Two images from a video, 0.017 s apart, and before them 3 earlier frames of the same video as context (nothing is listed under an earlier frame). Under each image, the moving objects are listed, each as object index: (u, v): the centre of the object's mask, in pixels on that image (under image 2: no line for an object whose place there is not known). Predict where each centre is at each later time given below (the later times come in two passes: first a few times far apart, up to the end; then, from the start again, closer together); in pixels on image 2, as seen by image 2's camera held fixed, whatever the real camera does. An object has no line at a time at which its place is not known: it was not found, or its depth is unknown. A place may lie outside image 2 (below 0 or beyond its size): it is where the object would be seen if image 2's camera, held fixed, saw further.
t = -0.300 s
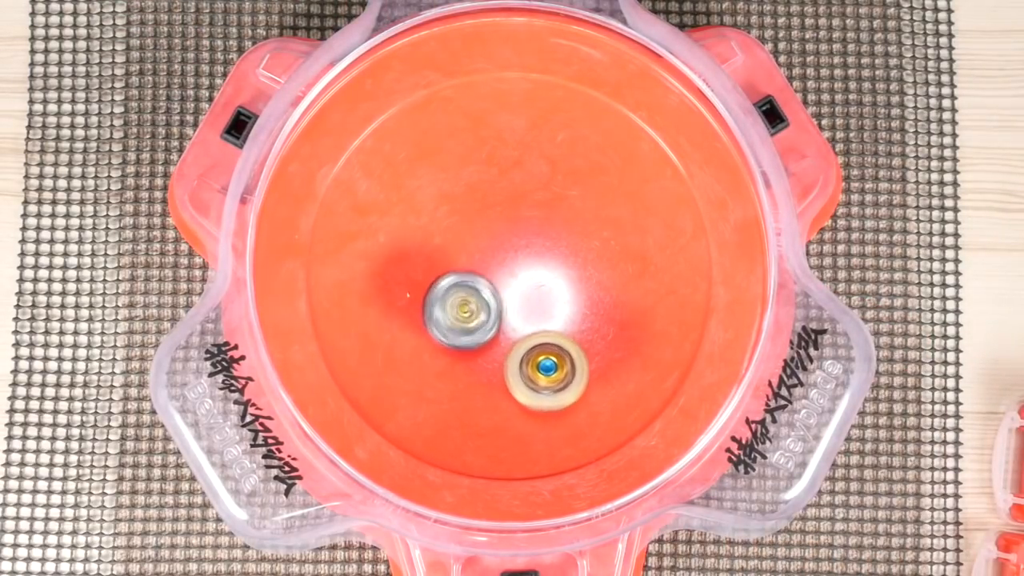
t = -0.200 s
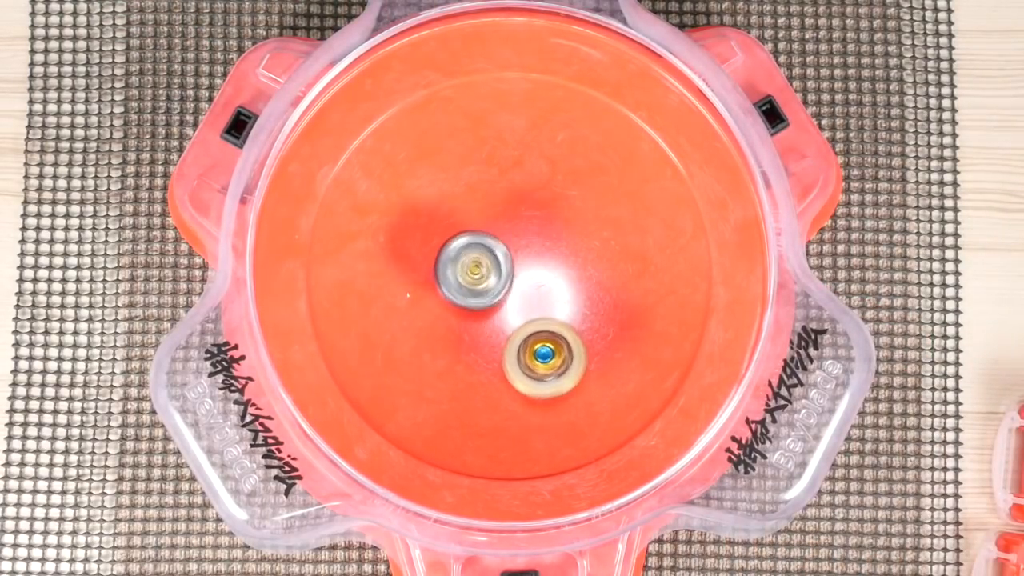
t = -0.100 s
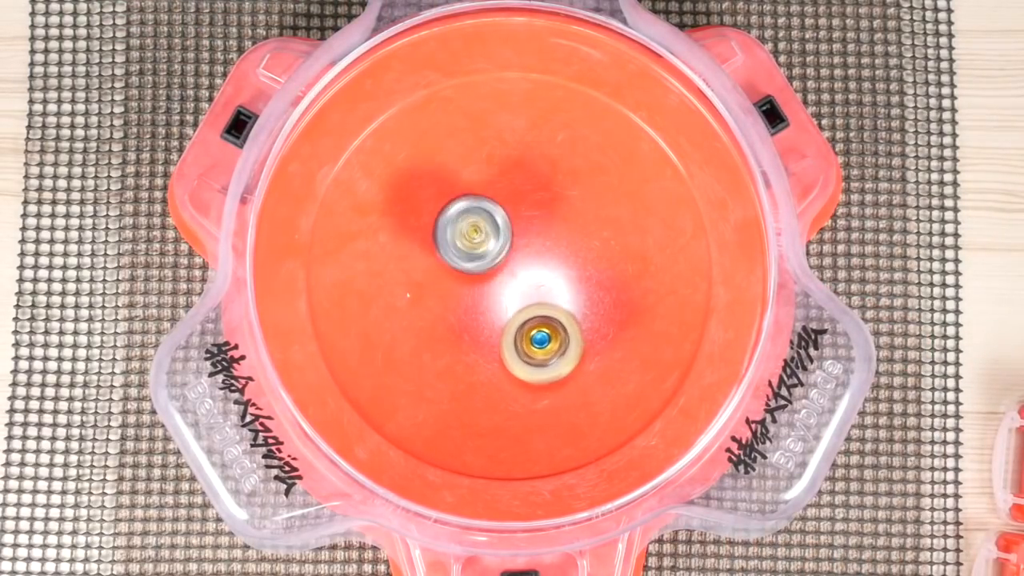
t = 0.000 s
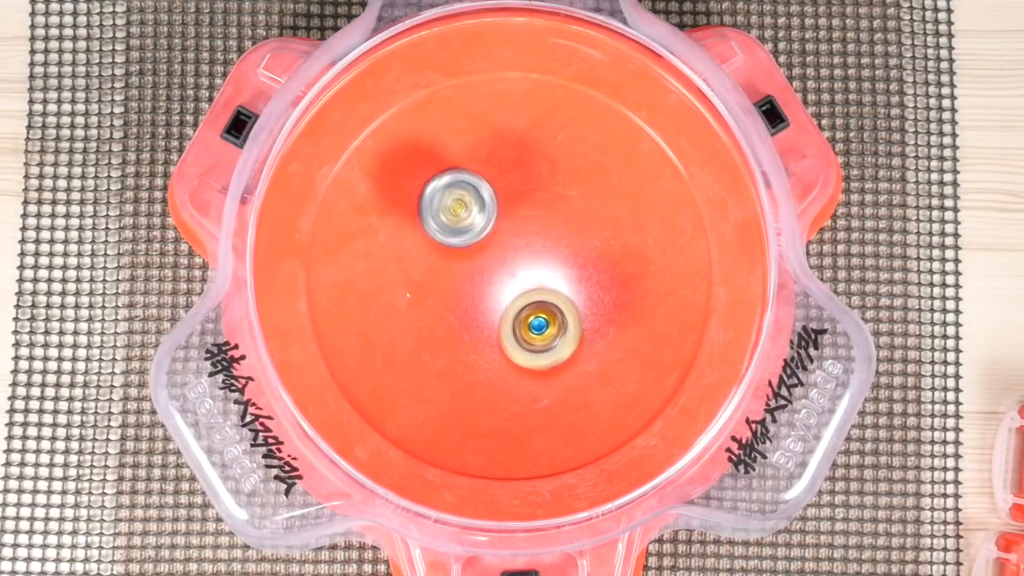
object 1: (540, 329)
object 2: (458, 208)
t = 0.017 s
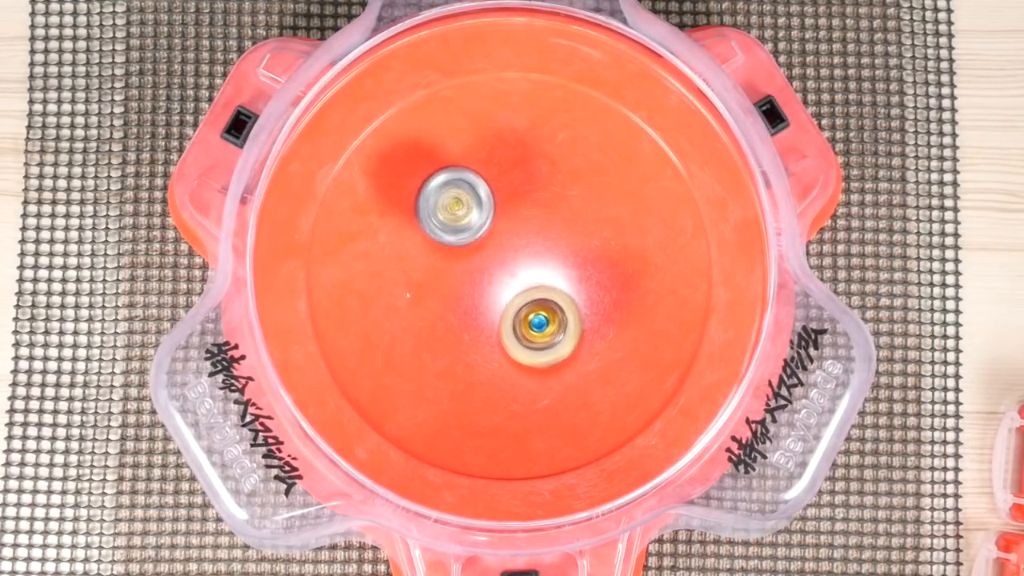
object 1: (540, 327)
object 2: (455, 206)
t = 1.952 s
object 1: (472, 229)
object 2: (542, 306)
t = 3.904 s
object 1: (491, 309)
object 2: (537, 236)
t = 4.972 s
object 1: (476, 313)
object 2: (539, 246)
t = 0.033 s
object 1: (540, 324)
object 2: (452, 206)
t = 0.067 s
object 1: (541, 320)
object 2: (447, 208)
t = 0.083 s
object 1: (541, 317)
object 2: (445, 211)
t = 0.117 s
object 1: (542, 312)
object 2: (442, 218)
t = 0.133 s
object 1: (543, 310)
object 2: (440, 220)
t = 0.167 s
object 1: (544, 304)
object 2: (436, 226)
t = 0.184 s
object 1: (545, 301)
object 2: (435, 229)
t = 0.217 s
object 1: (546, 295)
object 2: (439, 233)
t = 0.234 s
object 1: (546, 292)
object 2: (442, 235)
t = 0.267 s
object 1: (547, 287)
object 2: (449, 236)
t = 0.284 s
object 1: (548, 284)
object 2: (454, 236)
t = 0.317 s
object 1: (550, 278)
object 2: (463, 236)
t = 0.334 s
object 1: (551, 275)
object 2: (469, 236)
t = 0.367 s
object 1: (551, 269)
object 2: (478, 235)
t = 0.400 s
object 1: (571, 272)
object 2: (467, 226)
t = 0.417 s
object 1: (579, 274)
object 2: (459, 222)
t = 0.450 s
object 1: (593, 275)
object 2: (450, 218)
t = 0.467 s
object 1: (598, 276)
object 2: (446, 216)
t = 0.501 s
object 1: (602, 275)
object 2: (440, 214)
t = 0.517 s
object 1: (602, 274)
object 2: (440, 215)
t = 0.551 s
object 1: (601, 272)
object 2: (443, 217)
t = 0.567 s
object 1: (599, 271)
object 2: (446, 218)
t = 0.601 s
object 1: (594, 269)
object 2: (451, 226)
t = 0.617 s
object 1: (591, 268)
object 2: (456, 230)
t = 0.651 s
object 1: (586, 266)
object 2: (465, 239)
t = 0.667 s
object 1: (584, 264)
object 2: (468, 244)
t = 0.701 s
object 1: (577, 261)
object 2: (478, 257)
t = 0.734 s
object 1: (571, 258)
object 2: (487, 267)
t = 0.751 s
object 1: (572, 254)
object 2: (486, 274)
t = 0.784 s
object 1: (574, 249)
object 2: (483, 286)
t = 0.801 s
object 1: (573, 247)
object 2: (482, 290)
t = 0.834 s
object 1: (570, 244)
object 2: (479, 296)
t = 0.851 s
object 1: (568, 242)
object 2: (479, 298)
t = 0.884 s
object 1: (564, 239)
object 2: (481, 298)
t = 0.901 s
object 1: (562, 238)
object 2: (483, 298)
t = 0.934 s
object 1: (556, 235)
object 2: (491, 296)
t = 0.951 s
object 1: (554, 234)
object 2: (496, 293)
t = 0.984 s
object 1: (559, 223)
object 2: (493, 298)
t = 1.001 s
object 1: (563, 215)
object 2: (489, 306)
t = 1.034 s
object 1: (569, 200)
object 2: (485, 318)
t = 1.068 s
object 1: (571, 193)
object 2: (482, 325)
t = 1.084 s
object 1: (570, 191)
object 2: (482, 328)
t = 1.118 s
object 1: (569, 189)
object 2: (486, 331)
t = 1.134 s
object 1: (567, 190)
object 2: (488, 331)
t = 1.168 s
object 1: (563, 188)
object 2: (495, 330)
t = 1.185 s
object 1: (562, 189)
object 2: (499, 329)
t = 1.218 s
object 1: (558, 191)
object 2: (509, 328)
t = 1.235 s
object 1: (555, 191)
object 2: (515, 328)
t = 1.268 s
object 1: (552, 194)
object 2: (523, 328)
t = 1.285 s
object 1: (550, 196)
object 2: (528, 329)
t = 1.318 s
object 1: (546, 197)
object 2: (538, 327)
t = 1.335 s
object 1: (544, 200)
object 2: (541, 328)
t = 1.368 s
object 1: (539, 202)
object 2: (548, 329)
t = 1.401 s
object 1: (536, 205)
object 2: (548, 327)
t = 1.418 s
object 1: (534, 207)
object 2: (547, 326)
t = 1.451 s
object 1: (530, 210)
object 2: (541, 320)
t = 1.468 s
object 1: (527, 213)
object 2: (536, 318)
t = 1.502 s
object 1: (522, 218)
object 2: (529, 313)
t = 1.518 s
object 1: (521, 220)
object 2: (524, 310)
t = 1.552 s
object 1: (516, 226)
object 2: (516, 307)
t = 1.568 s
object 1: (513, 225)
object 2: (512, 309)
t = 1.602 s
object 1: (506, 214)
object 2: (508, 324)
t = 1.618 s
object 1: (503, 209)
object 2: (505, 330)
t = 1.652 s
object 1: (498, 205)
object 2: (504, 339)
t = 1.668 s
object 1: (496, 205)
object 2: (502, 341)
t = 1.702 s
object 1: (493, 206)
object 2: (499, 344)
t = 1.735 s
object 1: (490, 210)
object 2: (499, 340)
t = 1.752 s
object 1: (490, 211)
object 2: (499, 338)
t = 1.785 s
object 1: (488, 217)
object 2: (503, 331)
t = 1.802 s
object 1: (486, 219)
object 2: (504, 326)
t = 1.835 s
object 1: (485, 224)
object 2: (510, 318)
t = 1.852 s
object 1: (484, 227)
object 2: (513, 312)
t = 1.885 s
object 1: (483, 231)
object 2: (518, 303)
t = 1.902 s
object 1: (480, 230)
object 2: (525, 303)
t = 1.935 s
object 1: (474, 228)
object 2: (537, 304)
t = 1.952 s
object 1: (472, 229)
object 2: (542, 306)
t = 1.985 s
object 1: (469, 230)
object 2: (551, 304)
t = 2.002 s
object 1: (469, 233)
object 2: (553, 303)
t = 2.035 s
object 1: (468, 238)
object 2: (559, 302)
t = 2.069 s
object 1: (470, 244)
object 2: (560, 299)
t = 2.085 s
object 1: (470, 246)
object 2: (561, 298)
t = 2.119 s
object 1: (472, 252)
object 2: (560, 294)
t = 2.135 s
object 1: (472, 255)
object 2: (559, 294)
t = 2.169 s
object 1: (474, 260)
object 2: (557, 290)
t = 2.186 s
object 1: (474, 263)
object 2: (554, 288)
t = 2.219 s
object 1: (471, 265)
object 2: (556, 288)
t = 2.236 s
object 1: (467, 266)
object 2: (557, 288)
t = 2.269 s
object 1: (463, 268)
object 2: (562, 289)
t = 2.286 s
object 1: (462, 271)
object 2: (562, 288)
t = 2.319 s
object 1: (462, 274)
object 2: (562, 289)
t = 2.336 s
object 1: (463, 276)
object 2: (562, 288)
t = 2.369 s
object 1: (465, 279)
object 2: (559, 288)
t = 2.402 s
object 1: (467, 283)
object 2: (556, 285)
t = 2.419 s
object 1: (468, 283)
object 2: (553, 285)
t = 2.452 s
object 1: (461, 288)
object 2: (560, 282)
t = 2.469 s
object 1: (456, 290)
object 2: (562, 282)
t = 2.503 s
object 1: (454, 293)
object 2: (567, 280)
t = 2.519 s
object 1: (453, 293)
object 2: (567, 279)
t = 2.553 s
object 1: (455, 295)
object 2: (567, 278)
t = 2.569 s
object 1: (454, 295)
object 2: (566, 276)
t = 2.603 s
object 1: (458, 297)
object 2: (563, 276)
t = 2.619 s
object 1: (458, 296)
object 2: (561, 275)
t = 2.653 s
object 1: (462, 297)
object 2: (555, 276)
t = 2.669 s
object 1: (462, 296)
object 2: (552, 275)
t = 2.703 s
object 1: (461, 298)
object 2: (549, 274)
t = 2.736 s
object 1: (458, 300)
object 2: (552, 271)
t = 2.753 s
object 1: (458, 301)
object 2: (551, 271)
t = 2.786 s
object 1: (459, 301)
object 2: (550, 269)
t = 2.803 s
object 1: (460, 301)
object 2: (548, 268)
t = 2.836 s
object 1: (461, 300)
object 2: (545, 267)
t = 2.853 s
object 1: (463, 300)
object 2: (541, 266)
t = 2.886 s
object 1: (458, 301)
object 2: (545, 262)
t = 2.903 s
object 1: (454, 304)
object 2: (549, 259)
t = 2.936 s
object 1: (450, 305)
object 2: (557, 254)
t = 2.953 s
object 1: (450, 306)
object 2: (558, 252)
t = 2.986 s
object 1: (452, 305)
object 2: (563, 248)
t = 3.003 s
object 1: (453, 305)
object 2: (563, 247)
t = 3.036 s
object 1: (456, 303)
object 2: (564, 245)
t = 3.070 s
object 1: (458, 301)
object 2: (562, 245)
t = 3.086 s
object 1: (461, 300)
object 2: (561, 244)
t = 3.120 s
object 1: (464, 298)
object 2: (556, 245)
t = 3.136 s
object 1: (467, 297)
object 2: (553, 244)
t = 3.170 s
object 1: (470, 295)
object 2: (545, 245)
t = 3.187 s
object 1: (473, 294)
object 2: (541, 244)
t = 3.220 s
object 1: (467, 303)
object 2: (543, 236)
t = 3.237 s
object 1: (466, 308)
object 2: (544, 230)
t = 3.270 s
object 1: (464, 312)
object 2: (548, 221)
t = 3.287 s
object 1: (464, 314)
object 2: (547, 216)
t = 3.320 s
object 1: (465, 313)
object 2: (548, 212)
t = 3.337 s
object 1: (466, 314)
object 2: (547, 209)
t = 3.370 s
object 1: (468, 312)
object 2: (546, 207)
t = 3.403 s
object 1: (470, 311)
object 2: (543, 207)
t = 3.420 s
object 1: (472, 310)
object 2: (543, 206)
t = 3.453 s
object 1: (475, 308)
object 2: (541, 208)
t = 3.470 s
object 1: (477, 307)
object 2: (541, 209)
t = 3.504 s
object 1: (481, 304)
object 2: (539, 213)
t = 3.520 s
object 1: (483, 303)
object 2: (538, 214)
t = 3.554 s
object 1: (486, 301)
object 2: (538, 220)
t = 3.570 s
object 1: (488, 301)
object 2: (537, 222)
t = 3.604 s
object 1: (490, 299)
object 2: (537, 228)
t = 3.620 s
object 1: (488, 302)
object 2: (541, 227)
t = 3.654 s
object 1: (484, 311)
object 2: (547, 224)
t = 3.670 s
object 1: (484, 313)
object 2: (549, 222)
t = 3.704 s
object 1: (485, 314)
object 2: (551, 221)
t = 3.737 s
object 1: (486, 314)
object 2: (550, 222)
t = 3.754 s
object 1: (486, 313)
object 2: (550, 222)
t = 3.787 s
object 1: (488, 312)
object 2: (548, 225)
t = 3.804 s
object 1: (488, 311)
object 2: (547, 226)
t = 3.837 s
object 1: (490, 309)
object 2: (543, 232)
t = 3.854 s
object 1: (490, 308)
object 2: (541, 233)
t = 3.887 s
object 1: (491, 309)
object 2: (539, 236)
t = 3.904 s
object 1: (491, 309)
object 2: (537, 236)
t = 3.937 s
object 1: (490, 313)
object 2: (538, 234)
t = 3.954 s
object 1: (488, 315)
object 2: (538, 231)
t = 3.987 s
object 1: (487, 318)
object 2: (539, 227)
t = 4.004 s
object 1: (487, 318)
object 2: (538, 227)
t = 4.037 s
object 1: (485, 317)
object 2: (537, 225)
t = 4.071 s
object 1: (485, 318)
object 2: (536, 226)
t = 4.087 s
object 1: (485, 317)
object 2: (533, 226)
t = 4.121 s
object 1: (484, 316)
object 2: (531, 228)
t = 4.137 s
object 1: (485, 316)
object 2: (529, 230)
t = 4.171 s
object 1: (484, 314)
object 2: (526, 232)
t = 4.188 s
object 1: (485, 314)
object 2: (525, 235)
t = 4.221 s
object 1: (484, 314)
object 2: (523, 237)
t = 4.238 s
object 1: (483, 315)
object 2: (524, 237)
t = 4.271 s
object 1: (483, 315)
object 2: (523, 238)
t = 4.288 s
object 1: (483, 315)
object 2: (523, 238)
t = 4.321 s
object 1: (480, 318)
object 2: (525, 236)
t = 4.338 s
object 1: (479, 320)
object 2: (526, 234)
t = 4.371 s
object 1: (478, 321)
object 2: (528, 232)
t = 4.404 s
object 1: (477, 321)
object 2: (529, 231)
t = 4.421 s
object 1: (476, 321)
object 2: (529, 231)
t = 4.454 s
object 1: (476, 320)
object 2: (530, 232)
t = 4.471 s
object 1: (475, 320)
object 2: (529, 232)
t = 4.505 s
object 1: (475, 319)
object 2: (529, 234)
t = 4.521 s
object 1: (475, 318)
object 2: (528, 235)
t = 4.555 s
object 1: (476, 317)
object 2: (528, 238)
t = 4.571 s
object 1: (477, 316)
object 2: (527, 240)
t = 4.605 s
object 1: (477, 313)
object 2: (527, 242)
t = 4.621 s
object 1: (477, 314)
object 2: (528, 244)
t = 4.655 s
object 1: (473, 320)
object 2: (533, 238)
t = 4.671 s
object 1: (472, 322)
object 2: (536, 237)
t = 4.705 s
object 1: (471, 323)
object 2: (539, 234)
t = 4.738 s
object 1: (471, 322)
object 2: (540, 232)
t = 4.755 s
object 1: (470, 322)
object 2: (540, 232)
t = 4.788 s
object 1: (471, 321)
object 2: (539, 232)
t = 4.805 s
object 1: (471, 321)
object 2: (539, 233)
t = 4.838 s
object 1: (471, 319)
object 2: (537, 235)
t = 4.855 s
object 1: (471, 317)
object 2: (537, 236)
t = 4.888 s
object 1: (473, 316)
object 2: (535, 240)
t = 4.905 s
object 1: (474, 313)
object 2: (535, 241)
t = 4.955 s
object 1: (475, 313)
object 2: (536, 247)
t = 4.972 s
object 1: (476, 313)
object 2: (539, 246)
